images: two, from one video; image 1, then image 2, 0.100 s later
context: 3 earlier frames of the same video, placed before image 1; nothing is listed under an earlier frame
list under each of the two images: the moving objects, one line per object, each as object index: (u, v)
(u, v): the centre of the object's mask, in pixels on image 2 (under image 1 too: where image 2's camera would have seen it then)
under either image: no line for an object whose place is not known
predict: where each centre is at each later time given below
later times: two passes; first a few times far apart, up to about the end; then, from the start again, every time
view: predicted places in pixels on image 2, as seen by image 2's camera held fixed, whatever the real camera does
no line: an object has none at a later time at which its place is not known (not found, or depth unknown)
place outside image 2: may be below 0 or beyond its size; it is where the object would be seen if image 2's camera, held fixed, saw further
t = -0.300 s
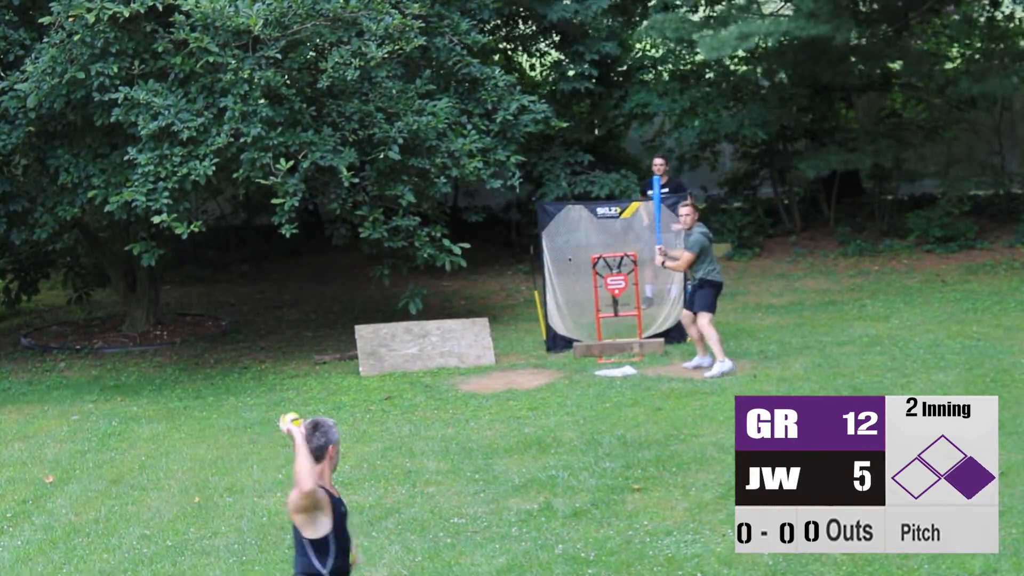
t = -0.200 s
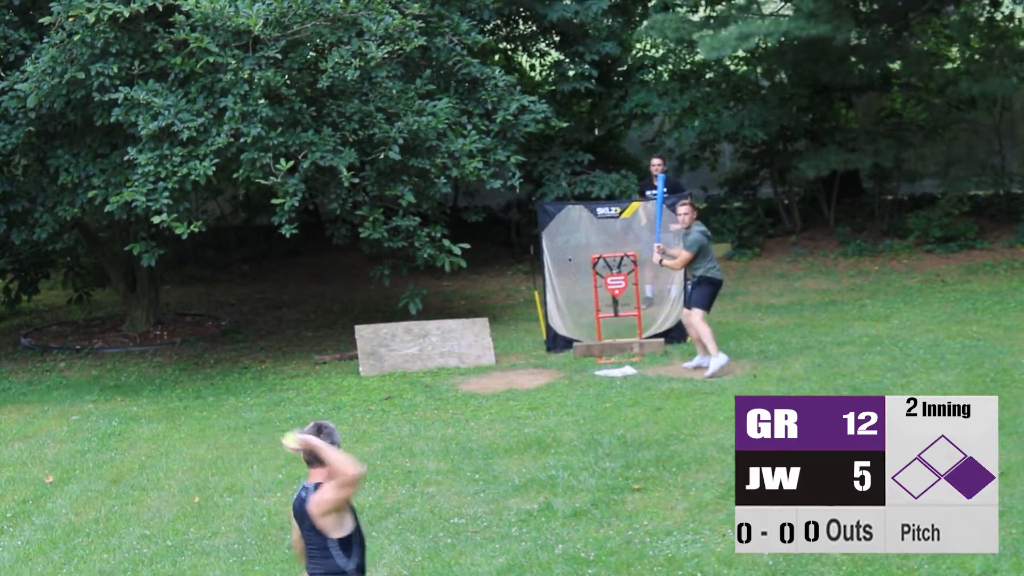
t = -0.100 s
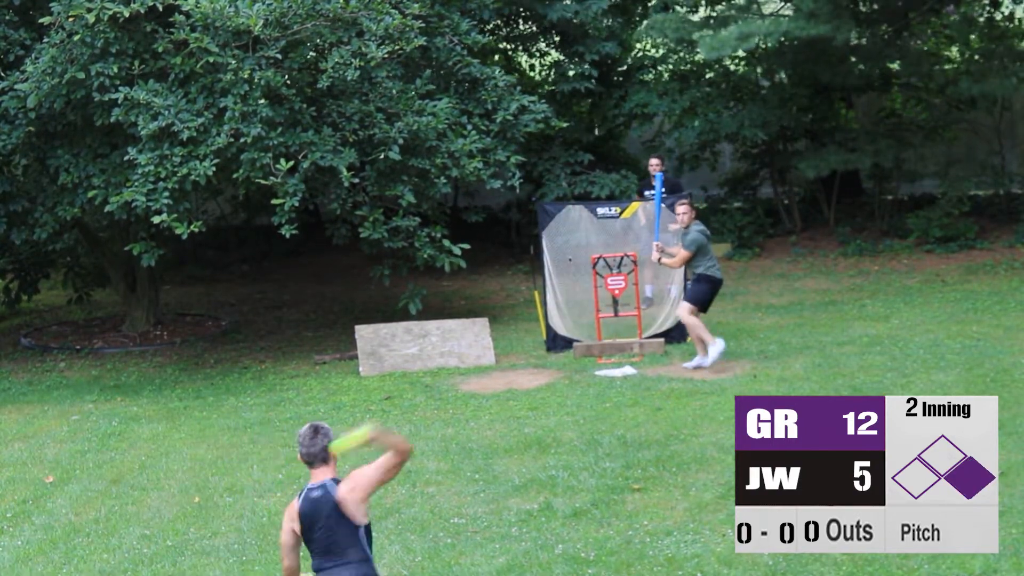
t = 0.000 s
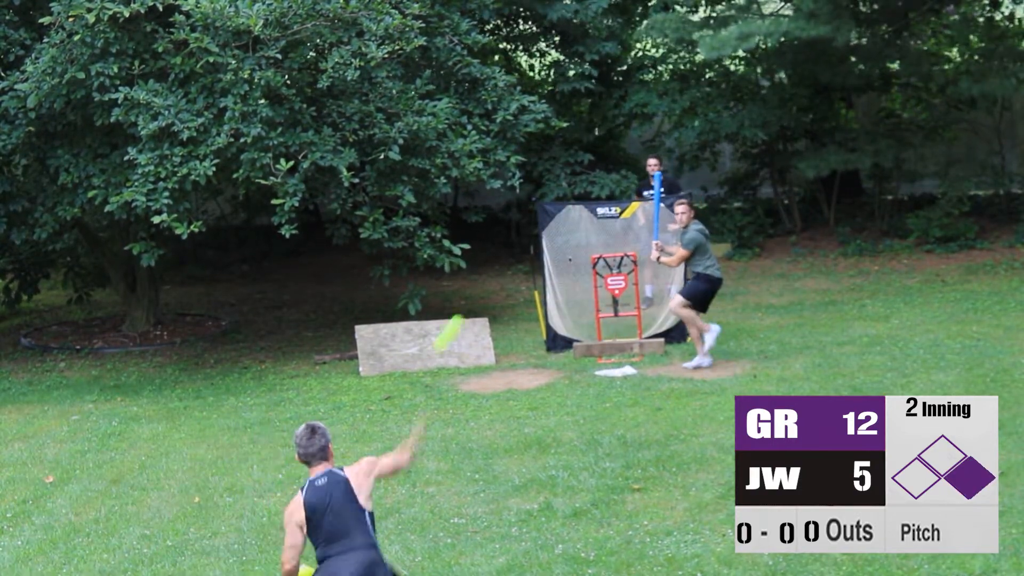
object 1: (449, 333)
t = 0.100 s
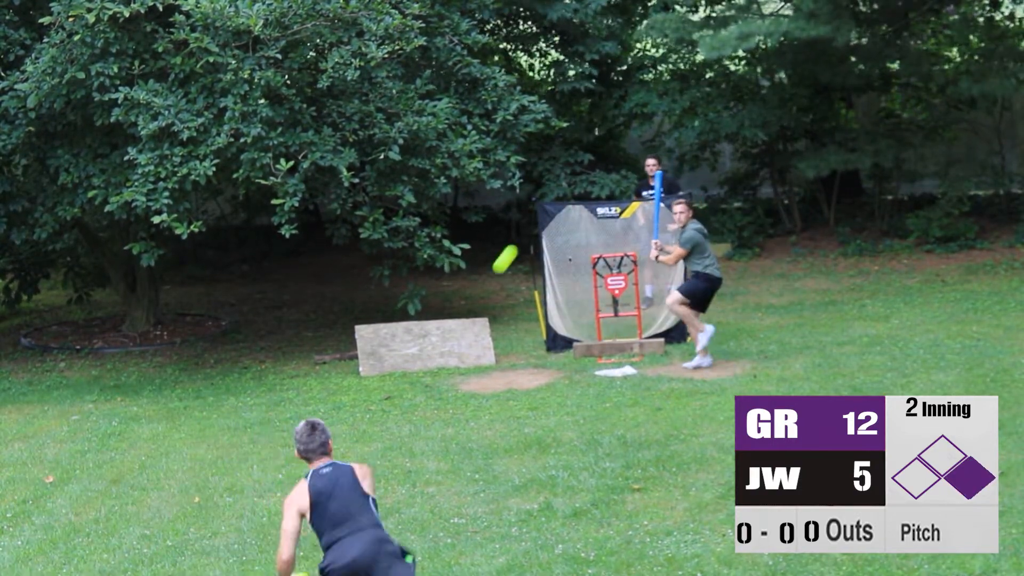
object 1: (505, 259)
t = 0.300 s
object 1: (568, 191)
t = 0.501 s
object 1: (591, 193)
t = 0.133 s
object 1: (519, 241)
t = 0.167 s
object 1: (532, 226)
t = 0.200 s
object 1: (543, 214)
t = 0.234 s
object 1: (553, 204)
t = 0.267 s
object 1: (561, 196)
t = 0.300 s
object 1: (568, 191)
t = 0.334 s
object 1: (574, 187)
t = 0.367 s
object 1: (579, 185)
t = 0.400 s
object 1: (583, 185)
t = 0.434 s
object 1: (587, 186)
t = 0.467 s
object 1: (590, 189)
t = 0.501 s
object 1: (591, 193)
